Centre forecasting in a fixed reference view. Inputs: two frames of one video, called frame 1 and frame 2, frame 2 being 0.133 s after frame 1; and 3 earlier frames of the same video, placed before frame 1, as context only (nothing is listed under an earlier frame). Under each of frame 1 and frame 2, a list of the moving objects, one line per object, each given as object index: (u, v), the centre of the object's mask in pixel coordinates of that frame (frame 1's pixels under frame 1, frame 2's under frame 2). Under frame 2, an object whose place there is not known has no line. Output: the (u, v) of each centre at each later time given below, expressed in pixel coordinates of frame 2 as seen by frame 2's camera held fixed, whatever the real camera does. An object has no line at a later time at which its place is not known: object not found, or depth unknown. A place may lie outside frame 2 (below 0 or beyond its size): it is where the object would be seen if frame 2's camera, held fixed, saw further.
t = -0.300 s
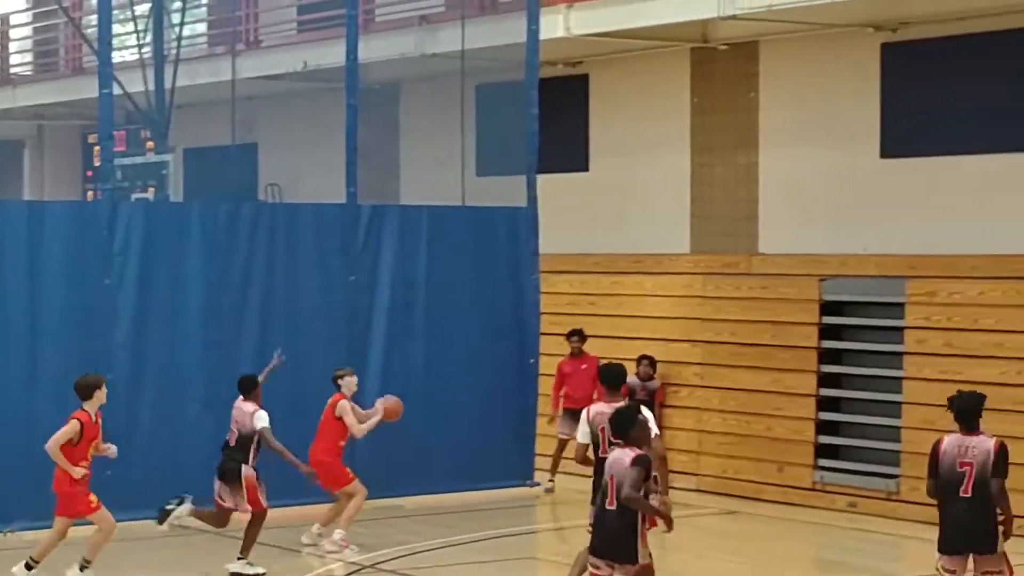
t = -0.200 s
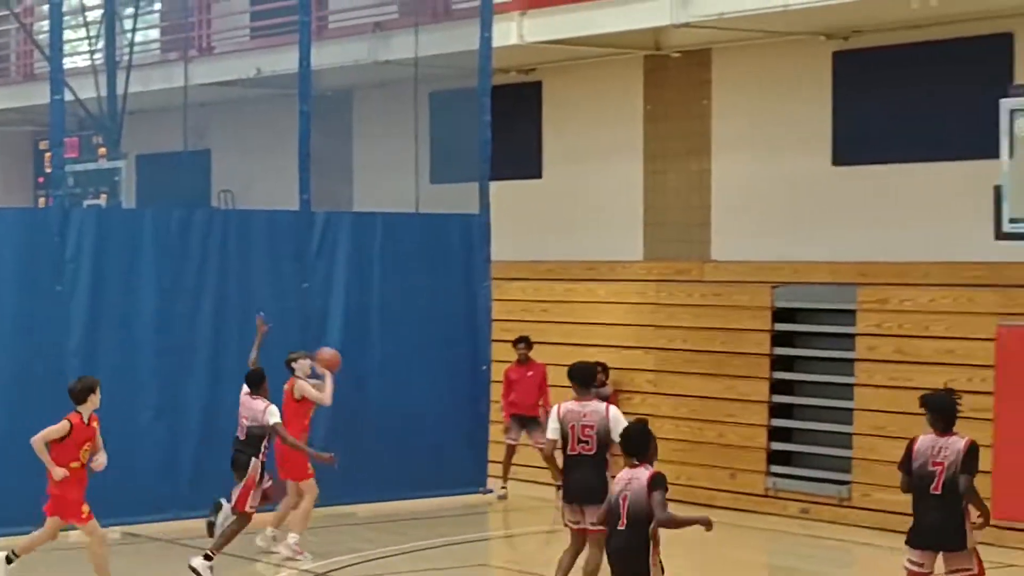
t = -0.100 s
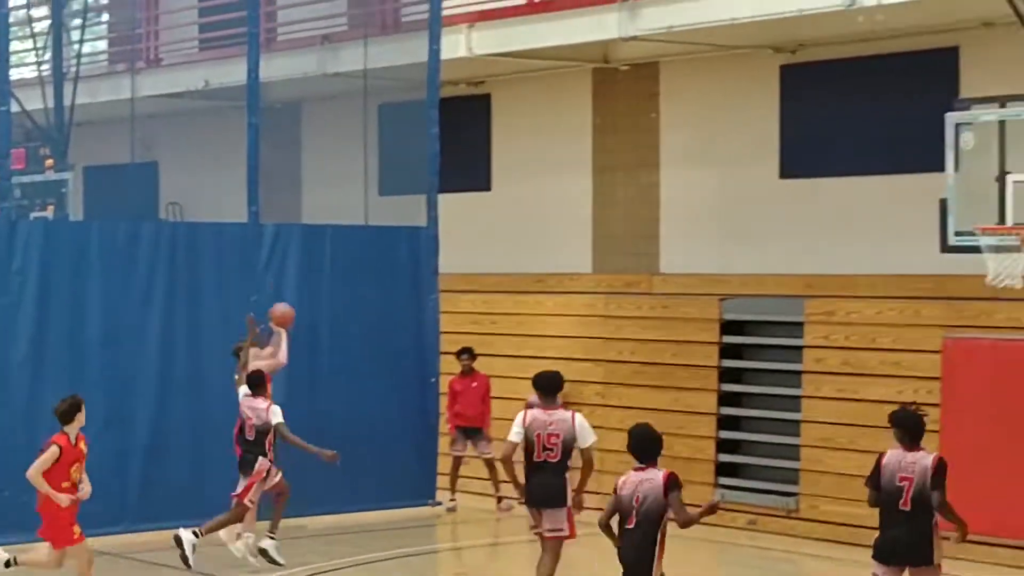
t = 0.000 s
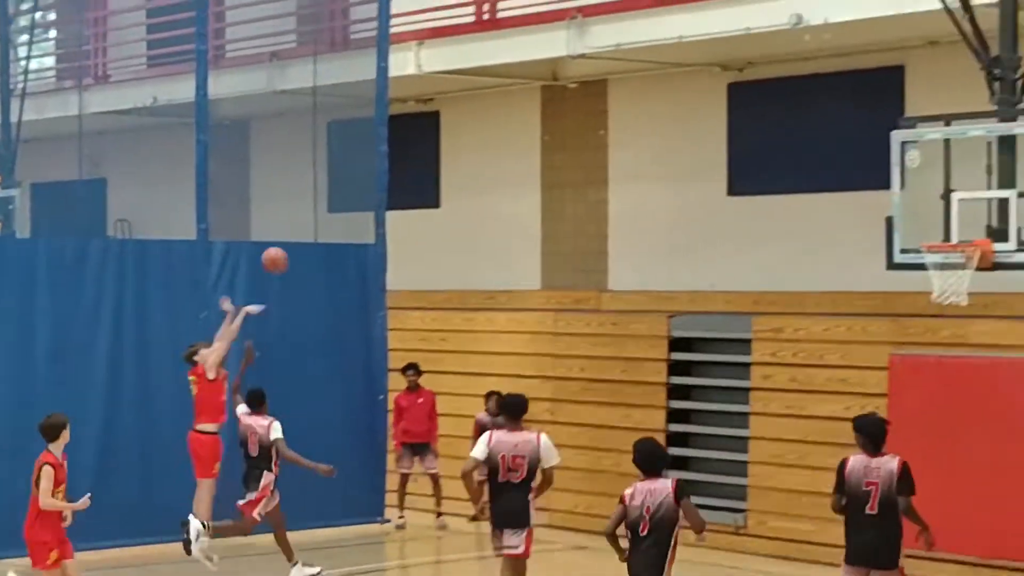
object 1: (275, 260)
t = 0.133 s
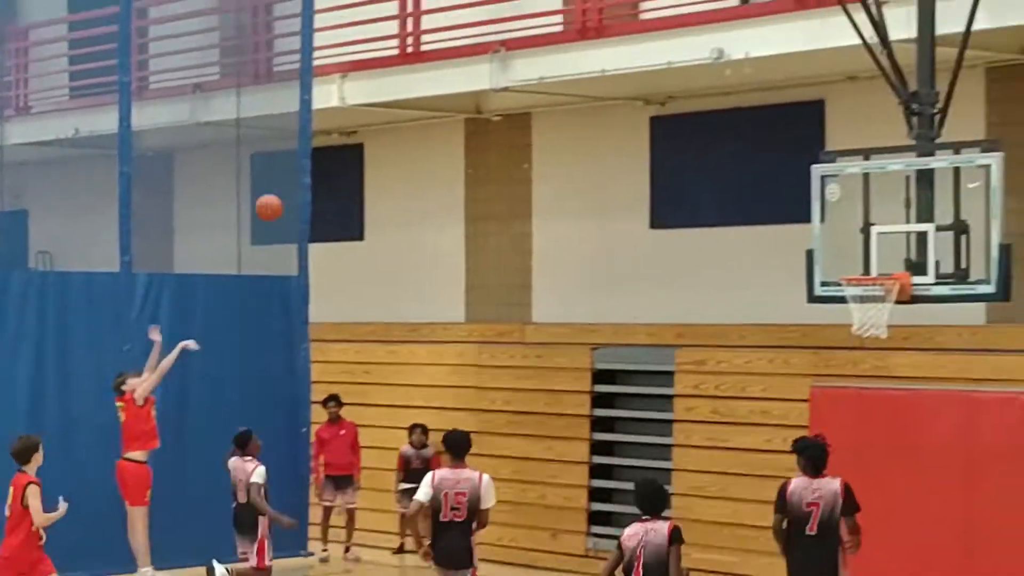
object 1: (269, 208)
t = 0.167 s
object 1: (287, 190)
